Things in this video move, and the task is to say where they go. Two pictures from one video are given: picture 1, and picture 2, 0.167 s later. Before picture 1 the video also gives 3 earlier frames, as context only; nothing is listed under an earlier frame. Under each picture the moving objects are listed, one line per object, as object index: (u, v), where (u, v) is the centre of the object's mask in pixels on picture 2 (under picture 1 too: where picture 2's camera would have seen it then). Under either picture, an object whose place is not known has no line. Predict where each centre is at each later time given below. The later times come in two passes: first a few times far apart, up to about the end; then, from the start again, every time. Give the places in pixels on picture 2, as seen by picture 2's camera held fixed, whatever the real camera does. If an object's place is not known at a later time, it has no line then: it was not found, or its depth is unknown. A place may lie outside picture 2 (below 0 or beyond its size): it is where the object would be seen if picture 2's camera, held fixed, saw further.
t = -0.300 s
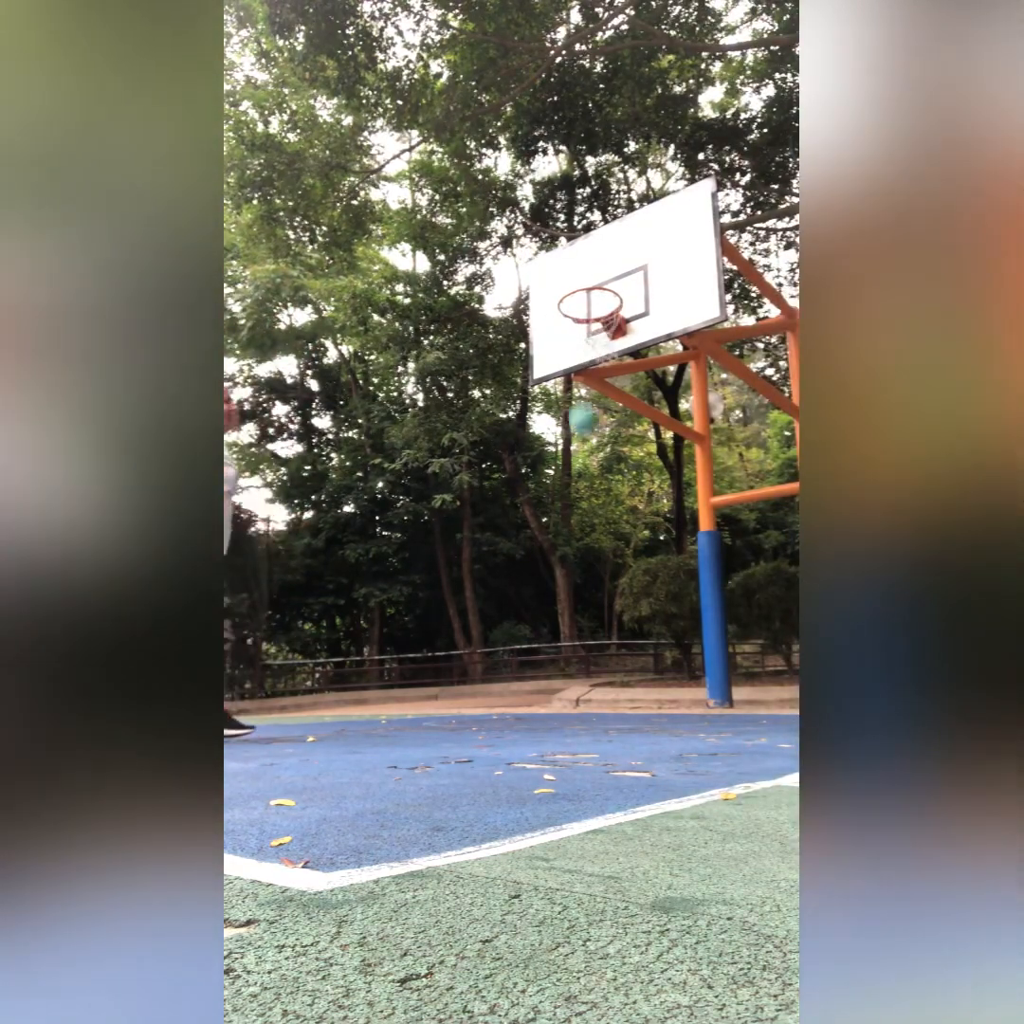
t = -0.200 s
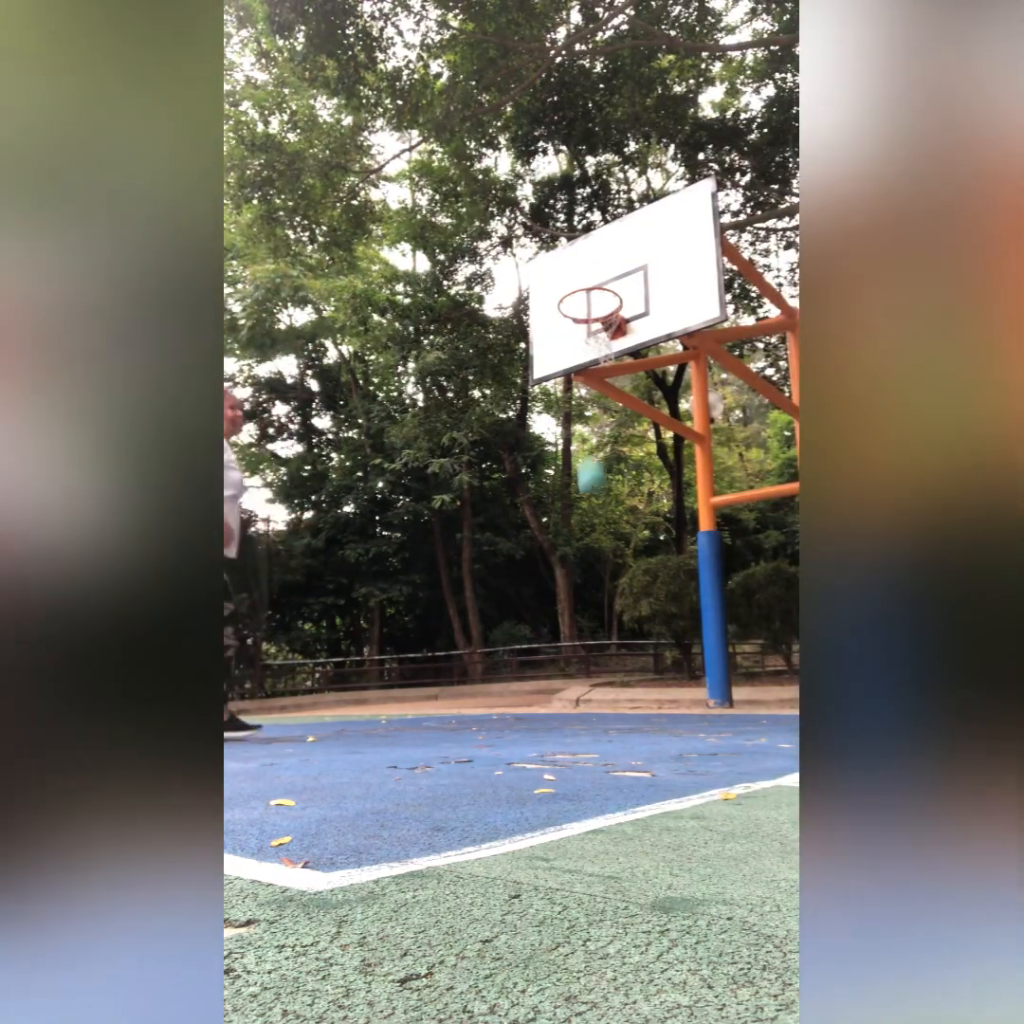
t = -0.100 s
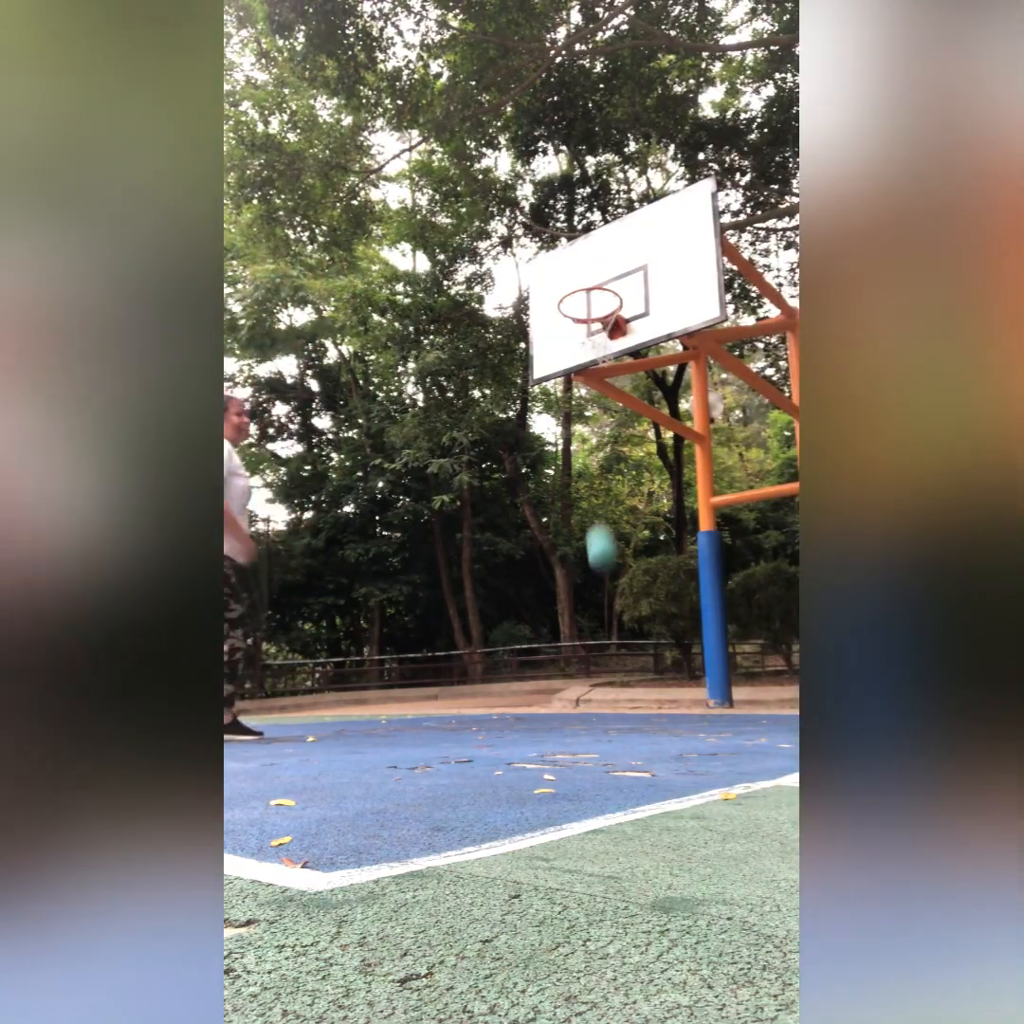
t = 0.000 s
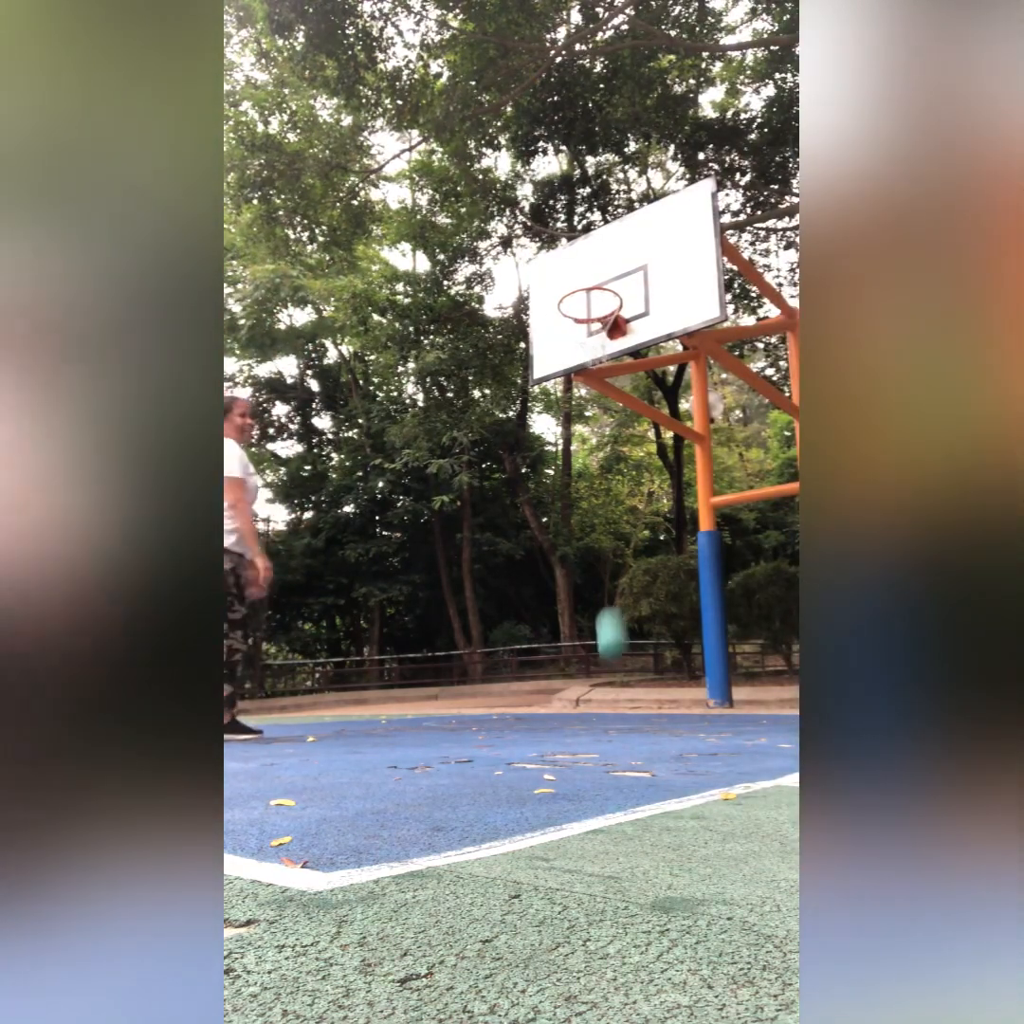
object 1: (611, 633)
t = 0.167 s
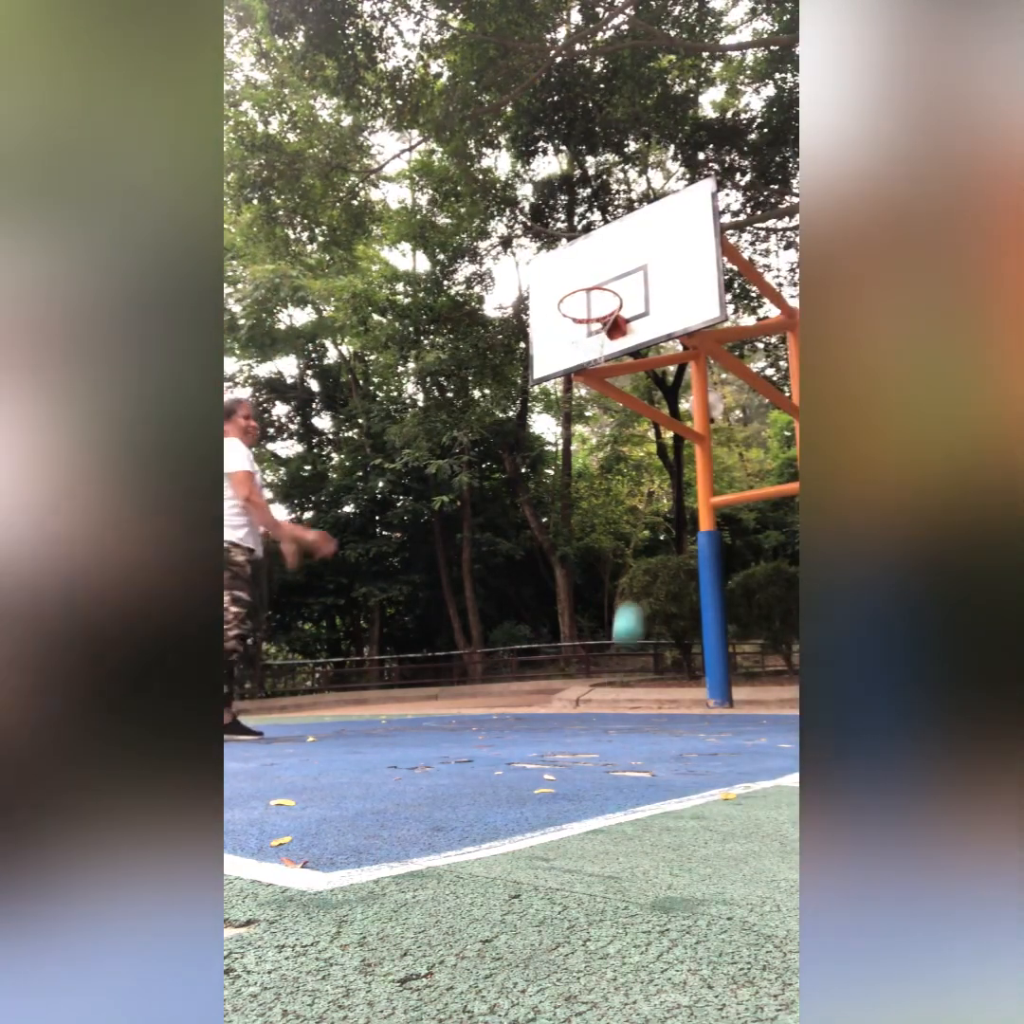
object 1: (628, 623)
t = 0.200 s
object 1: (631, 602)
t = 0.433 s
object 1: (653, 497)
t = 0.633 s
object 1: (675, 469)
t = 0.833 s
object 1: (698, 490)
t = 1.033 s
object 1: (724, 562)
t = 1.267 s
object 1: (757, 687)
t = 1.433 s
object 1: (763, 604)
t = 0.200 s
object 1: (631, 602)
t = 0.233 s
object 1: (634, 582)
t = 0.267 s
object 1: (637, 564)
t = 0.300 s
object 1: (641, 546)
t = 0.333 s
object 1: (644, 533)
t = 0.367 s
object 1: (647, 520)
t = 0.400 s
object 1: (651, 506)
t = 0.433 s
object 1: (653, 497)
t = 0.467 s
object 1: (657, 487)
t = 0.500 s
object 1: (661, 481)
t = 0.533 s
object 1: (666, 475)
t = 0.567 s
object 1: (669, 471)
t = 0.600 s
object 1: (671, 469)
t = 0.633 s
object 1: (675, 469)
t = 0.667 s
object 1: (678, 469)
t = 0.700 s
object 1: (682, 471)
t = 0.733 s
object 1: (686, 472)
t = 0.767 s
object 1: (690, 477)
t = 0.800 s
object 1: (693, 483)
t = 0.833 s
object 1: (698, 490)
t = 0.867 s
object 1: (701, 499)
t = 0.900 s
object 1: (706, 507)
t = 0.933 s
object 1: (711, 518)
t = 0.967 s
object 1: (715, 532)
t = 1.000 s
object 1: (720, 548)
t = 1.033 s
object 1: (724, 562)
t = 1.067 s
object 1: (729, 581)
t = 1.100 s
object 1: (734, 599)
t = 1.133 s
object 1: (738, 618)
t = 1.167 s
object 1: (743, 641)
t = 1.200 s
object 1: (749, 663)
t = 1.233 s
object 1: (753, 688)
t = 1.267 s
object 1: (757, 687)
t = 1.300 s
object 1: (758, 665)
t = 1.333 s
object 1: (759, 648)
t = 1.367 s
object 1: (760, 631)
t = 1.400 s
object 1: (762, 617)
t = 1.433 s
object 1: (763, 604)
